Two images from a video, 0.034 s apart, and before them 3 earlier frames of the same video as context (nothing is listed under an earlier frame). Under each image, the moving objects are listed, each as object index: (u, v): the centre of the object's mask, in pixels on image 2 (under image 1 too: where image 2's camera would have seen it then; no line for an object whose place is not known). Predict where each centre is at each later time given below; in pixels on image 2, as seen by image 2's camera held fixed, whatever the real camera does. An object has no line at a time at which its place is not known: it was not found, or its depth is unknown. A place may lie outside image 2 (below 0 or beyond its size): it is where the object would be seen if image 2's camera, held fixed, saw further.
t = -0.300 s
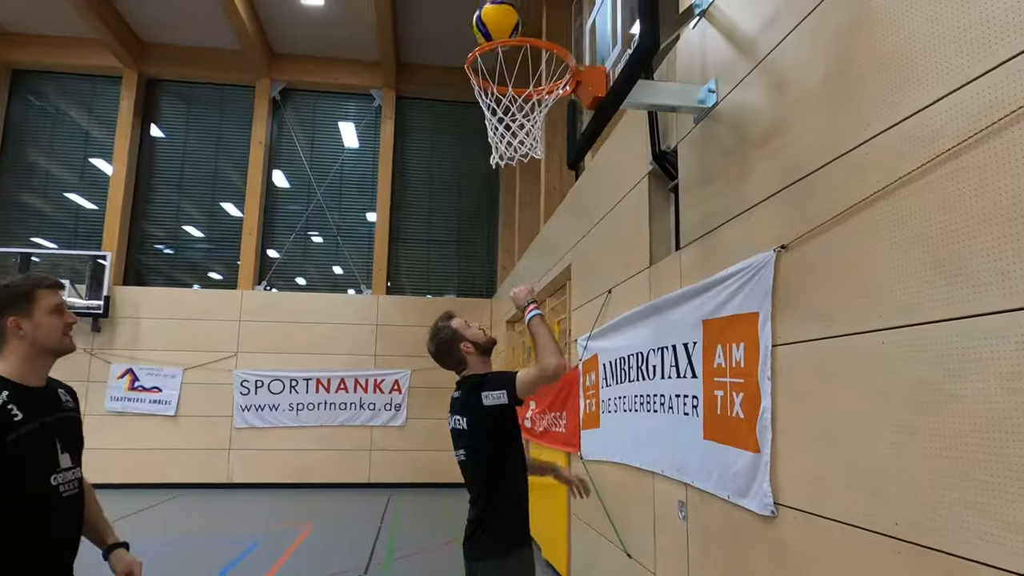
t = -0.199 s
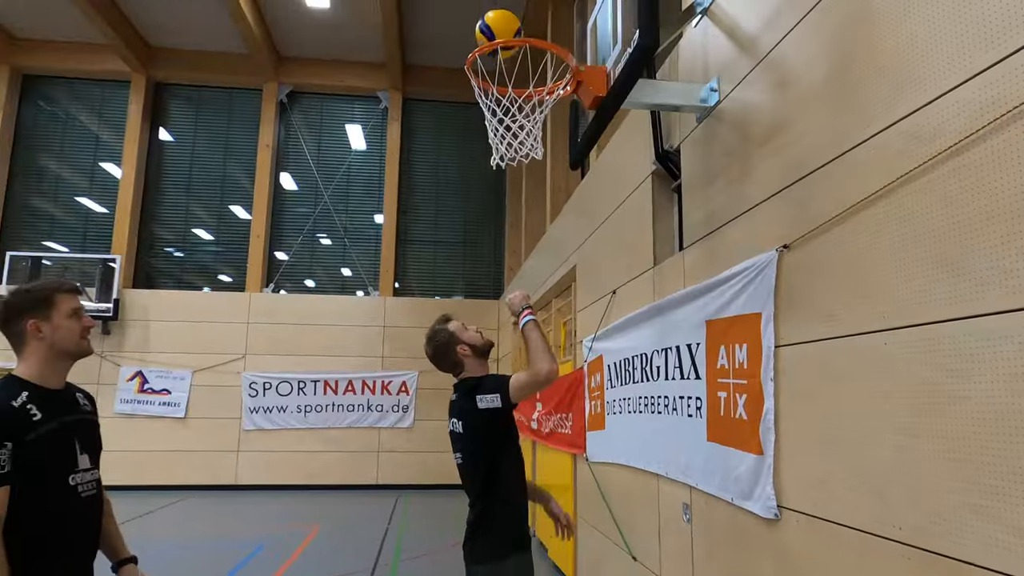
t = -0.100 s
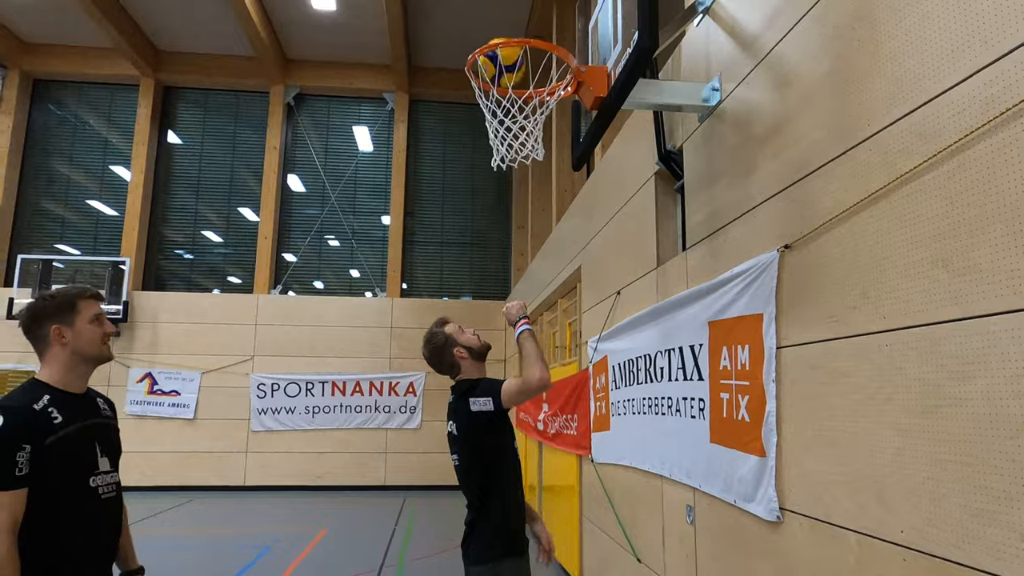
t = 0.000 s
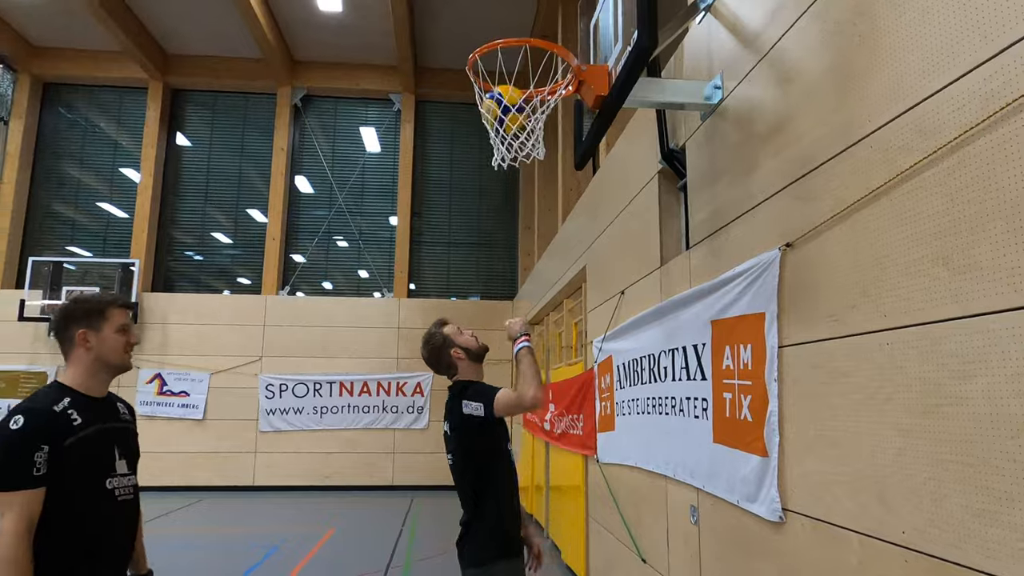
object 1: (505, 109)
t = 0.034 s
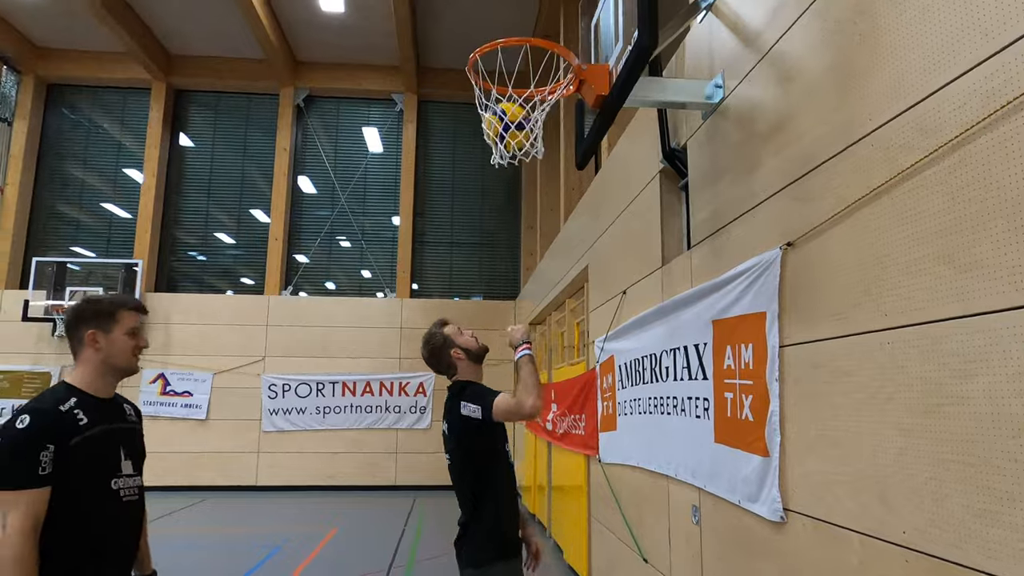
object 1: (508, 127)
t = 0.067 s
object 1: (509, 145)
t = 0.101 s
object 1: (511, 163)
